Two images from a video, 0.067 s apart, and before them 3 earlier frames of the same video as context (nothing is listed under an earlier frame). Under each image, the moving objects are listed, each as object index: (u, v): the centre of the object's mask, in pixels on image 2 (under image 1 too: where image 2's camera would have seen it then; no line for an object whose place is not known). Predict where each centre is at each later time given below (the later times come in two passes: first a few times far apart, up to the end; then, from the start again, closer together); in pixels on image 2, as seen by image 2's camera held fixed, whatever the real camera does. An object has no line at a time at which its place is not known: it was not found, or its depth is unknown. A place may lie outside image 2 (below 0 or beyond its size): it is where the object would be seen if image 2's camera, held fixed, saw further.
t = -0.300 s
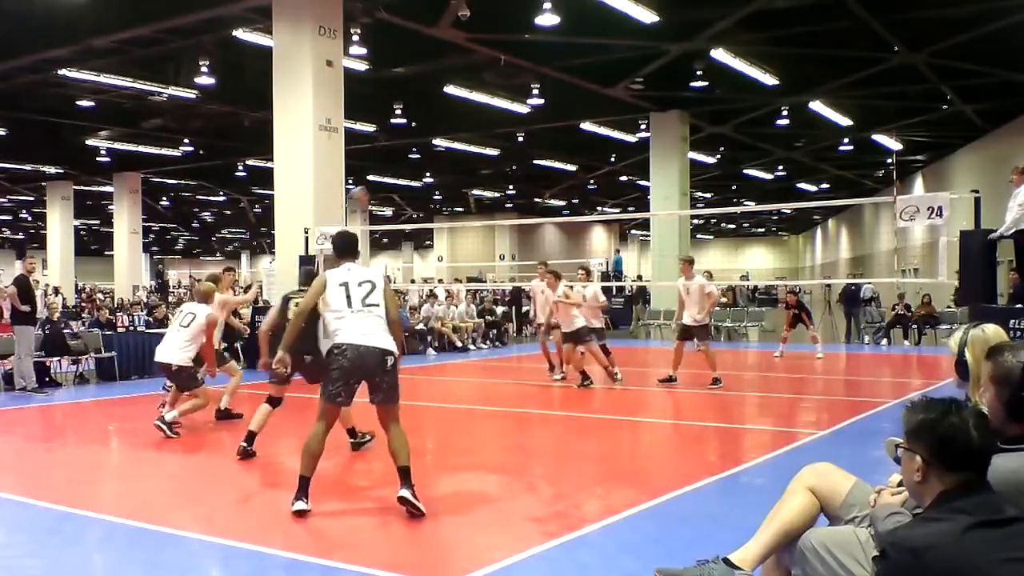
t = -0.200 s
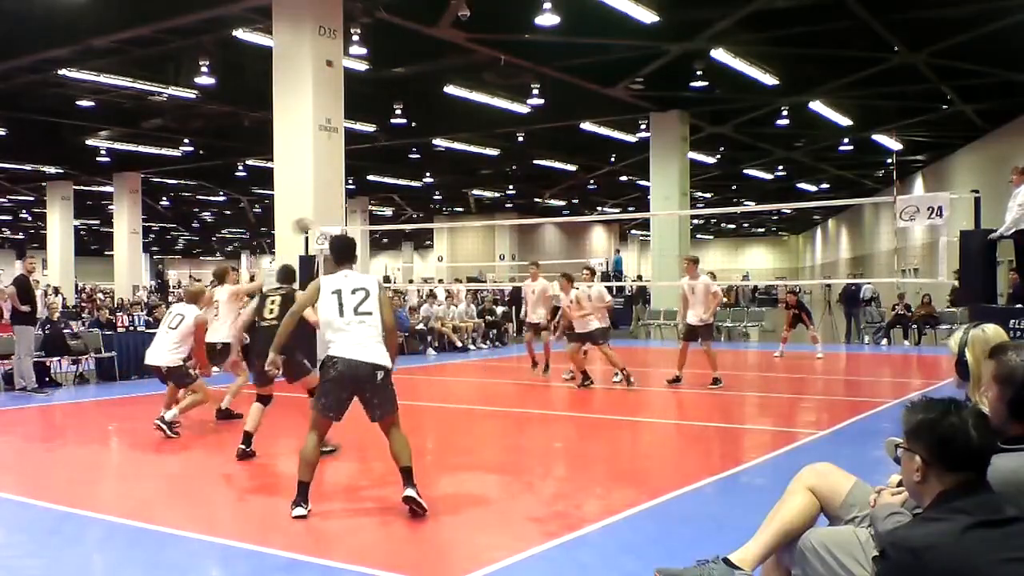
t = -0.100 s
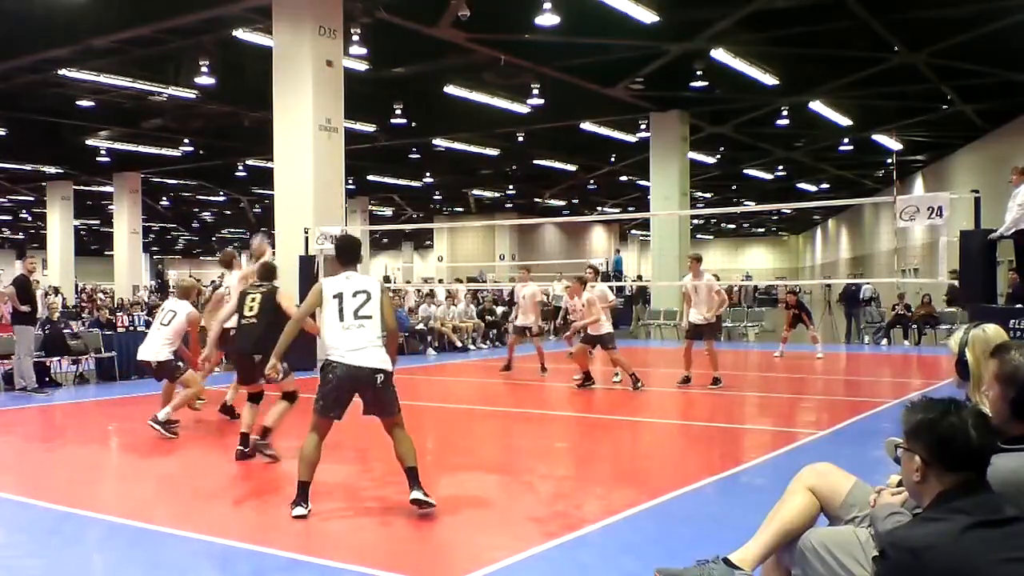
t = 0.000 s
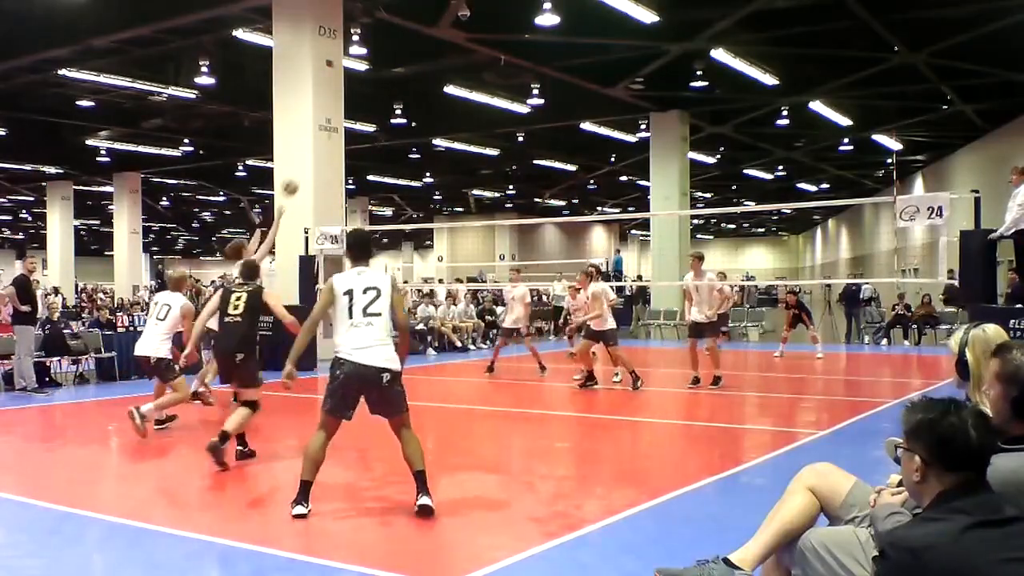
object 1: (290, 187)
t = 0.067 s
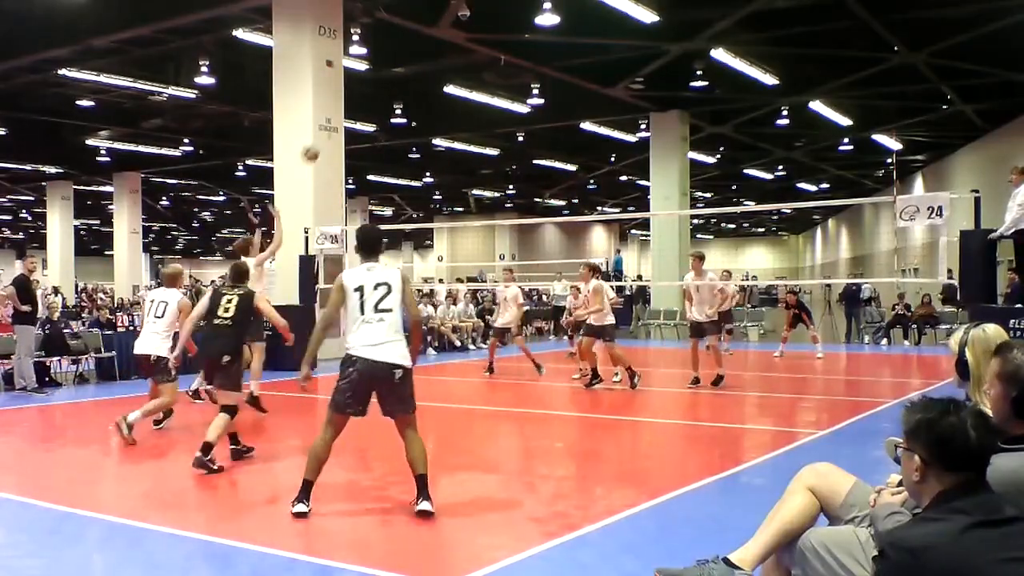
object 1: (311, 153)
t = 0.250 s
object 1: (366, 85)
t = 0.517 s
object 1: (439, 42)
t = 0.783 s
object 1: (507, 58)
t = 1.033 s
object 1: (565, 119)
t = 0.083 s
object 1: (316, 146)
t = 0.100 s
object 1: (321, 139)
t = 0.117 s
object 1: (326, 132)
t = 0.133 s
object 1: (329, 124)
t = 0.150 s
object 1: (336, 120)
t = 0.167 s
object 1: (341, 112)
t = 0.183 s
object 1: (348, 106)
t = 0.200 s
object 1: (352, 100)
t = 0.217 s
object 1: (356, 95)
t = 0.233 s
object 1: (361, 90)
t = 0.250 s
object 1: (366, 85)
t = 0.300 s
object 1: (380, 72)
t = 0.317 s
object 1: (384, 69)
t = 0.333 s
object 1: (389, 65)
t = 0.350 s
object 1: (394, 62)
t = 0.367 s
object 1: (398, 59)
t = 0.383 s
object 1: (403, 56)
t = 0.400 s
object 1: (407, 53)
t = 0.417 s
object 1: (412, 51)
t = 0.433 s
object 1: (417, 49)
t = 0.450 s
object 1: (421, 47)
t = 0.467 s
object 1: (426, 46)
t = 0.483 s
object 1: (430, 45)
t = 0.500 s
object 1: (435, 43)
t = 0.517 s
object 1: (439, 42)
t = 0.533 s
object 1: (443, 41)
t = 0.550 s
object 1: (448, 41)
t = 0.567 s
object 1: (452, 41)
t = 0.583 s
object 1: (456, 41)
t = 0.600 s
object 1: (461, 41)
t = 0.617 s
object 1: (465, 42)
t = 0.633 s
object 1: (469, 42)
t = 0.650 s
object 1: (473, 43)
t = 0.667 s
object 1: (478, 44)
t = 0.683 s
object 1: (482, 45)
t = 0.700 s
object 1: (486, 47)
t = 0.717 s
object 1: (491, 48)
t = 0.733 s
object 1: (495, 50)
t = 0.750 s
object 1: (499, 53)
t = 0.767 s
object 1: (503, 55)
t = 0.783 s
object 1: (507, 58)
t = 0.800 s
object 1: (511, 60)
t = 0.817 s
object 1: (515, 63)
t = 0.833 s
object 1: (519, 66)
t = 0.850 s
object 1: (523, 70)
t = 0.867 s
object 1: (527, 73)
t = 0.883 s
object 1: (531, 77)
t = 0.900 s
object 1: (534, 80)
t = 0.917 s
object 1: (538, 86)
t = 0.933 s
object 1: (543, 89)
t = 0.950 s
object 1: (546, 93)
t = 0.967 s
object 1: (550, 98)
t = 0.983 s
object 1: (554, 103)
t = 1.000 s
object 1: (558, 108)
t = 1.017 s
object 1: (561, 114)
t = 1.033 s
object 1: (565, 119)
